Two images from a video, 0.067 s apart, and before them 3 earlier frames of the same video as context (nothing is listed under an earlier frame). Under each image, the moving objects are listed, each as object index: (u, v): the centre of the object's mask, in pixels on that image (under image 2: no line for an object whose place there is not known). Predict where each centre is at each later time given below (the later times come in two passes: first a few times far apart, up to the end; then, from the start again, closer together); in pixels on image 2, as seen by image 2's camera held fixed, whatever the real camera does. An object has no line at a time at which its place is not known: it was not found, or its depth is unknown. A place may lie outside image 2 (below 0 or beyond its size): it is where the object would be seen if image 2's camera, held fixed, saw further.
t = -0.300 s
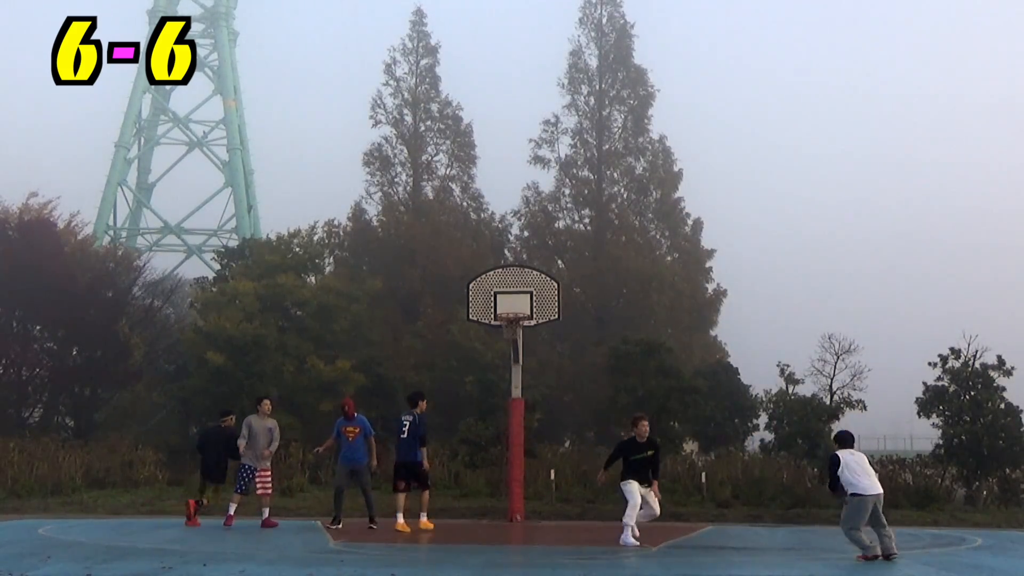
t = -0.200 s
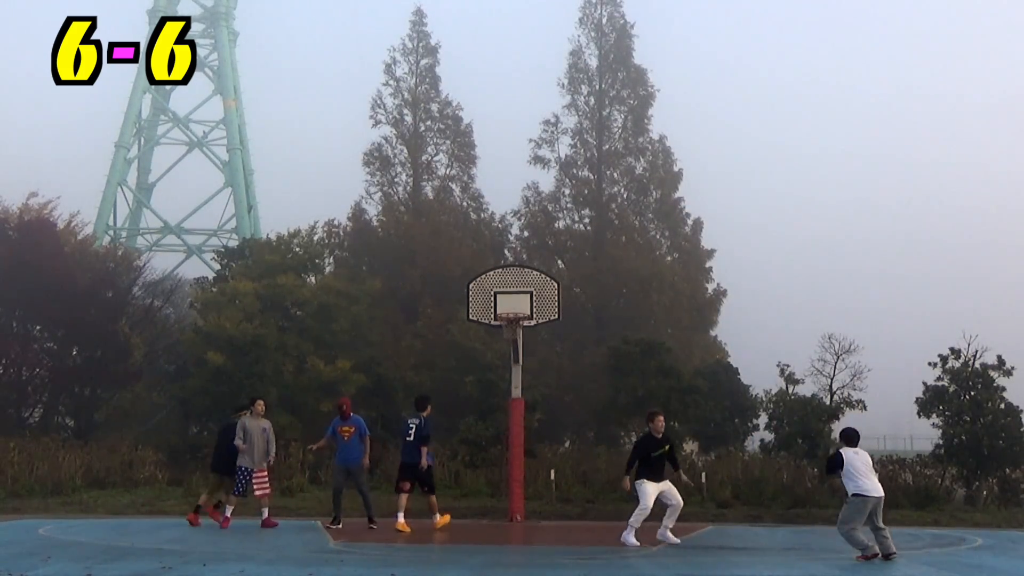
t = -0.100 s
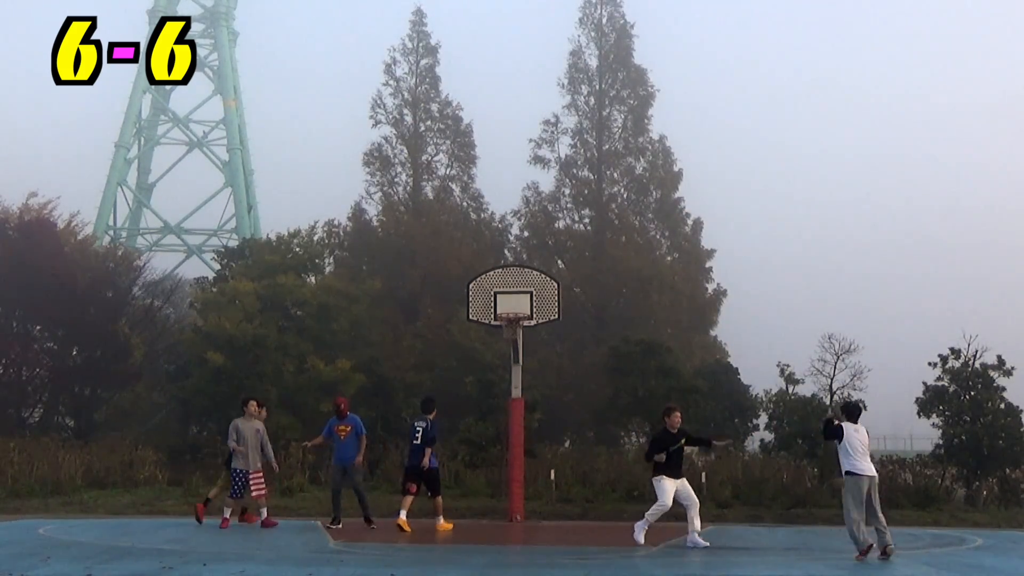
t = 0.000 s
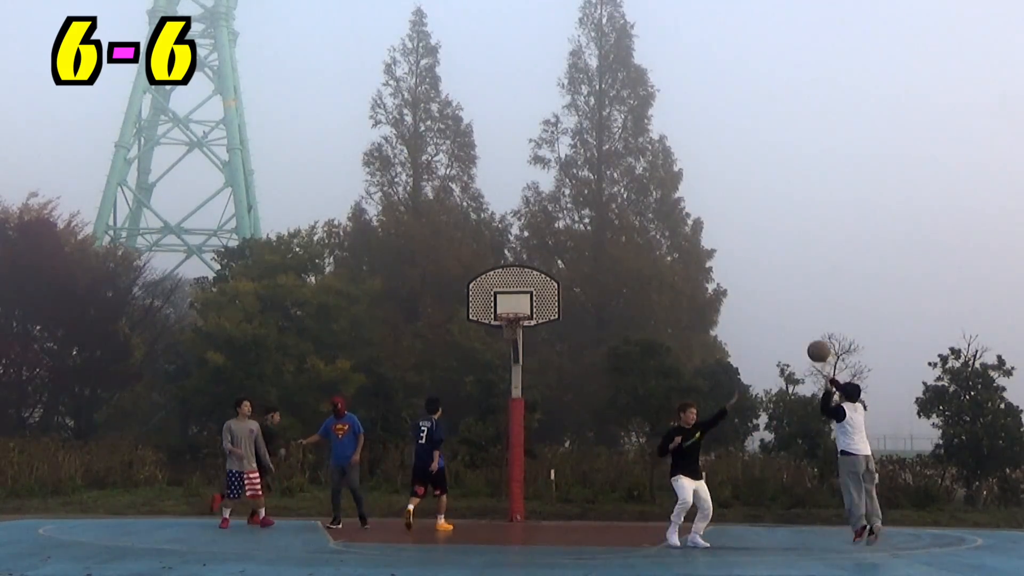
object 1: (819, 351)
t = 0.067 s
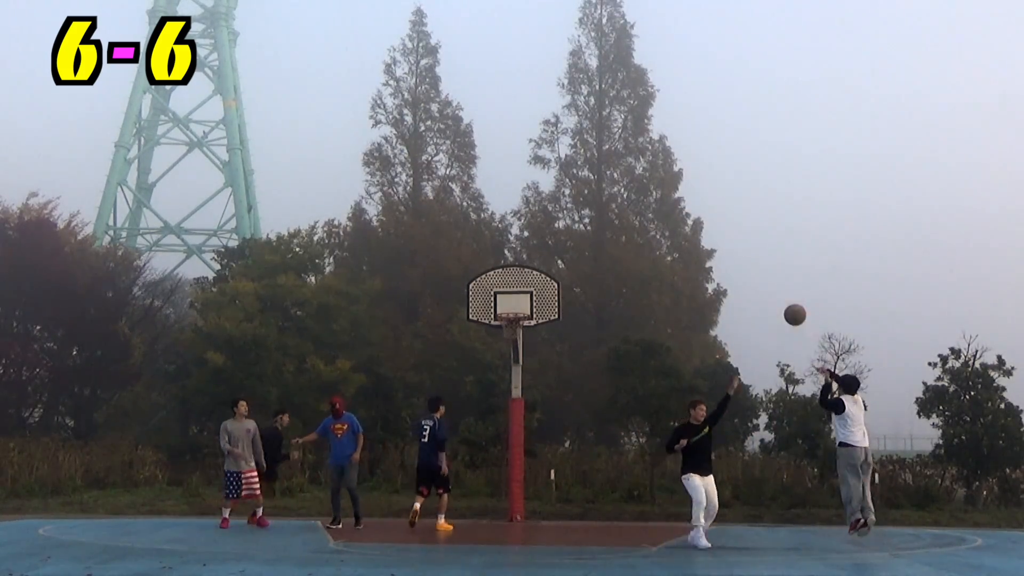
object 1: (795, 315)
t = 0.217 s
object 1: (746, 252)
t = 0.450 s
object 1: (682, 200)
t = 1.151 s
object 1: (531, 292)
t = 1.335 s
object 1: (505, 327)
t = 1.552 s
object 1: (517, 324)
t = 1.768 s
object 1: (529, 348)
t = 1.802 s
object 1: (531, 355)
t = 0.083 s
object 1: (789, 306)
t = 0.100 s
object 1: (783, 299)
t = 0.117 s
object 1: (778, 291)
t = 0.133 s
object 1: (773, 284)
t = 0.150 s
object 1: (767, 277)
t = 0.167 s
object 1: (762, 270)
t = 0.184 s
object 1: (757, 264)
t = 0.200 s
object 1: (752, 258)
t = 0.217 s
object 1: (746, 252)
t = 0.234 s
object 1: (741, 247)
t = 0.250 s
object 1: (736, 242)
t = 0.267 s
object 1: (731, 237)
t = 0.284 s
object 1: (727, 232)
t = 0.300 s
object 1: (722, 228)
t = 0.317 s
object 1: (717, 224)
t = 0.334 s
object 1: (713, 220)
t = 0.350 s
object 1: (708, 216)
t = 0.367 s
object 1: (704, 213)
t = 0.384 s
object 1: (699, 210)
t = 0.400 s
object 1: (695, 207)
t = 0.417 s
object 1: (691, 205)
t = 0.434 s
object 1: (686, 203)
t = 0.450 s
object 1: (682, 200)
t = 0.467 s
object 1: (677, 199)
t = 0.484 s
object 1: (673, 197)
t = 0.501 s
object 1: (669, 196)
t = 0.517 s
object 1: (664, 196)
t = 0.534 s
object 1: (662, 194)
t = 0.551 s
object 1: (657, 194)
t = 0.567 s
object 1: (652, 195)
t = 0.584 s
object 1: (649, 193)
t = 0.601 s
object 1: (646, 193)
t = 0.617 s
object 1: (640, 193)
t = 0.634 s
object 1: (637, 194)
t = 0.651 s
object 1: (633, 194)
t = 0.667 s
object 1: (629, 194)
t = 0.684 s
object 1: (625, 195)
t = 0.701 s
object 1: (623, 195)
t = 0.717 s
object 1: (618, 197)
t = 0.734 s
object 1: (615, 199)
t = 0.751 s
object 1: (612, 201)
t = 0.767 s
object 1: (609, 203)
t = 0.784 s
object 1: (604, 205)
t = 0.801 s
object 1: (601, 208)
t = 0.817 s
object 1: (597, 210)
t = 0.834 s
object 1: (593, 212)
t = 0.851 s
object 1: (589, 215)
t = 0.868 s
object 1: (587, 218)
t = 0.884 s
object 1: (583, 221)
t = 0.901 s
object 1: (579, 223)
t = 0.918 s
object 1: (576, 227)
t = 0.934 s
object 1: (573, 231)
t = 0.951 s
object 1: (569, 235)
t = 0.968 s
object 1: (566, 237)
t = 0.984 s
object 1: (563, 242)
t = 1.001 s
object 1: (560, 247)
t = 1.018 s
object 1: (557, 252)
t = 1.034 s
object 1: (555, 256)
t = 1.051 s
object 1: (550, 261)
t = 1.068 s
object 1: (548, 265)
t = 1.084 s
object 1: (545, 270)
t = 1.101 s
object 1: (541, 275)
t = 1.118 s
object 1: (538, 281)
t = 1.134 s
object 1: (535, 286)
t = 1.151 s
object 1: (531, 292)
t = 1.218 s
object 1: (519, 312)
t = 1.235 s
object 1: (515, 315)
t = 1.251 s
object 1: (513, 319)
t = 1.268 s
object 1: (511, 321)
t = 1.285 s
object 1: (508, 324)
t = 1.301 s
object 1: (507, 325)
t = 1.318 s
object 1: (505, 327)
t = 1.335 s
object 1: (505, 327)
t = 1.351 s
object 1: (506, 326)
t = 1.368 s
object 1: (506, 326)
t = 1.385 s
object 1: (508, 325)
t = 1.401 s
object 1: (508, 325)
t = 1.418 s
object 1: (509, 325)
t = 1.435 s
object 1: (510, 324)
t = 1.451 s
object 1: (511, 323)
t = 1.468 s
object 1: (511, 322)
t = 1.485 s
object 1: (513, 323)
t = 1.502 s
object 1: (514, 323)
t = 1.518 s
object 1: (516, 324)
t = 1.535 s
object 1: (516, 324)
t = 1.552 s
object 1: (517, 324)
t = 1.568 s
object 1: (518, 325)
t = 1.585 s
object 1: (518, 326)
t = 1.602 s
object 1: (519, 327)
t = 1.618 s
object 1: (519, 328)
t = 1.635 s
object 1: (520, 329)
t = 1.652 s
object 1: (521, 330)
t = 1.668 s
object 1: (522, 332)
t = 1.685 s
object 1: (522, 333)
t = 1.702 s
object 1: (524, 336)
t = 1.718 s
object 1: (526, 339)
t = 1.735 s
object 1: (527, 342)
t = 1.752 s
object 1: (528, 345)
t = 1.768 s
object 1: (529, 348)
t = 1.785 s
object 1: (530, 351)
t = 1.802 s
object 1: (531, 355)
